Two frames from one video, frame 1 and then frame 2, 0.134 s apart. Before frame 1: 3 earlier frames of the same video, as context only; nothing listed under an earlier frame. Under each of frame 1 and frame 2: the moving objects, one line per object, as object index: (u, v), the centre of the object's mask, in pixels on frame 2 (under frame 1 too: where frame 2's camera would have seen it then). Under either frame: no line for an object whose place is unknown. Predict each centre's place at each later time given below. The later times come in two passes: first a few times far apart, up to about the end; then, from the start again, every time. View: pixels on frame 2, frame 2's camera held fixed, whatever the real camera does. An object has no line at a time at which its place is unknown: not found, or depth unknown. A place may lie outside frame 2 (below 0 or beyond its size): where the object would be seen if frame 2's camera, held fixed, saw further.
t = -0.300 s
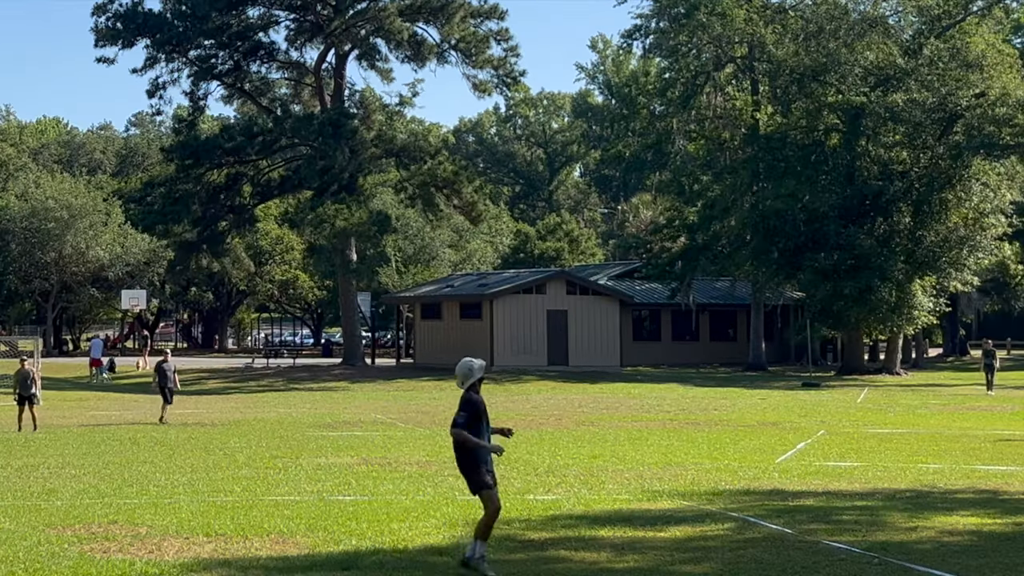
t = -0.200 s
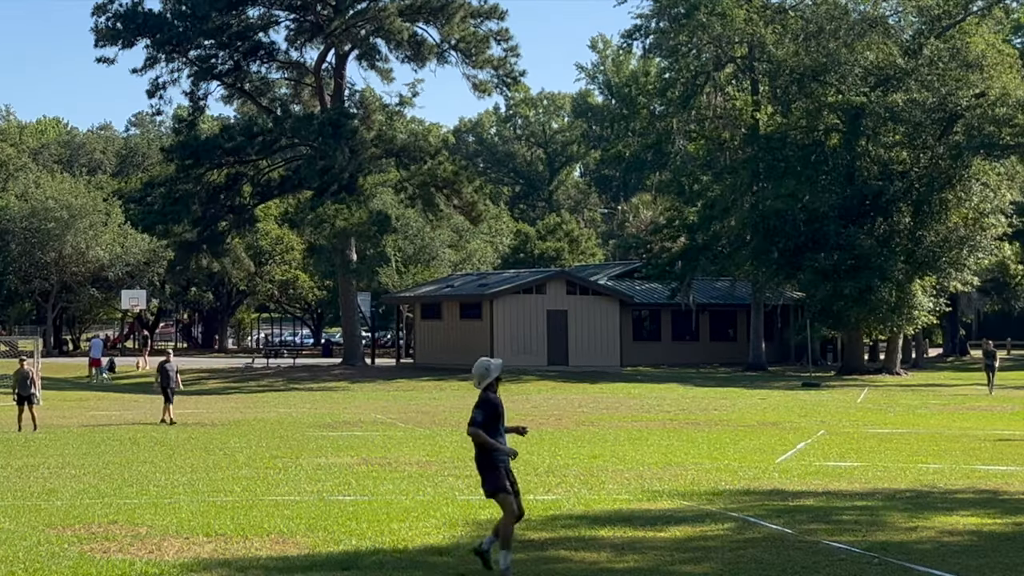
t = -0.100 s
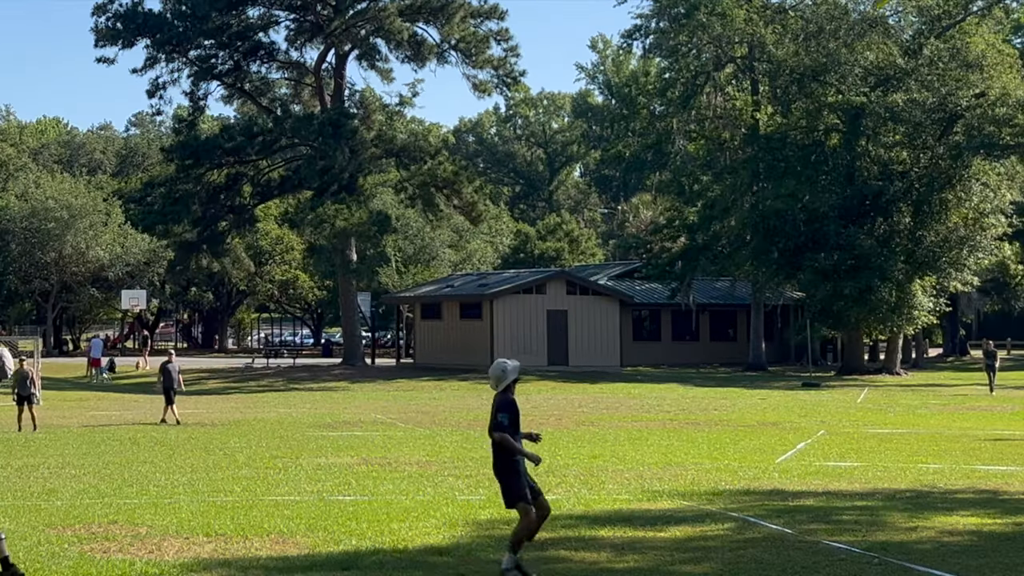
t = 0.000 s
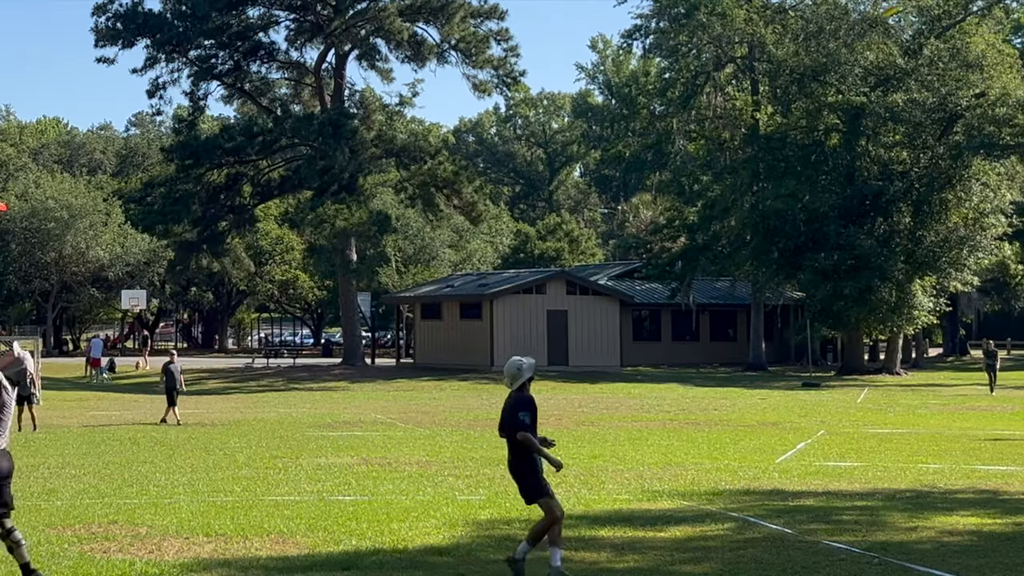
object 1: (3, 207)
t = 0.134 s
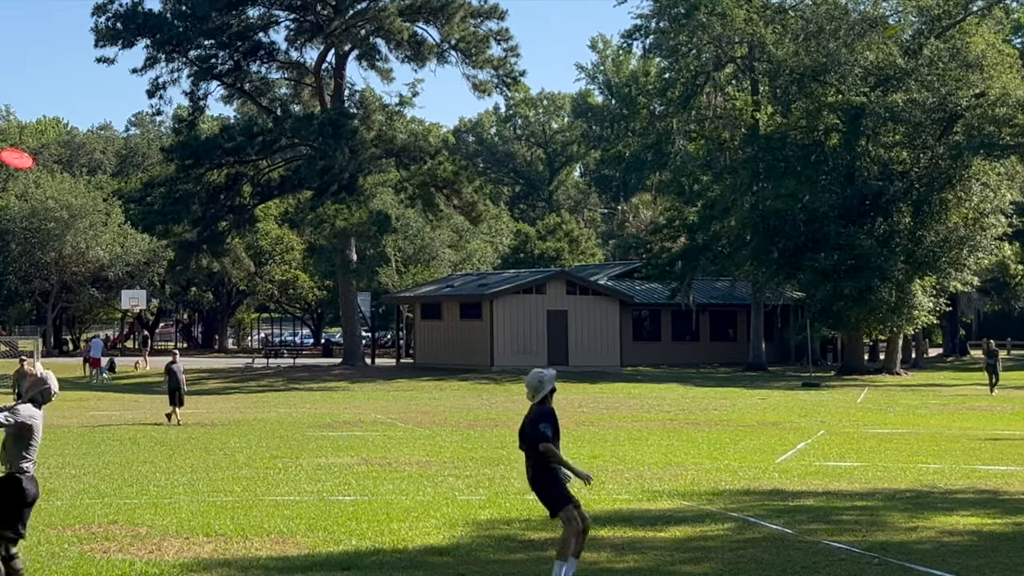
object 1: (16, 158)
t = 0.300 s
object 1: (48, 136)
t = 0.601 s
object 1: (108, 184)
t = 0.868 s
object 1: (175, 300)
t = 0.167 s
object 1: (22, 151)
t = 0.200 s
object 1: (29, 146)
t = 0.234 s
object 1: (36, 141)
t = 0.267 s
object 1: (42, 138)
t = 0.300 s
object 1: (48, 136)
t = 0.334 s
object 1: (54, 136)
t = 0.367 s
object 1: (61, 138)
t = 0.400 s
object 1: (68, 140)
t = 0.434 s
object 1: (75, 144)
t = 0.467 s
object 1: (81, 150)
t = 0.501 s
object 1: (89, 156)
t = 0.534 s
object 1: (95, 164)
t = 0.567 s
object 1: (102, 173)
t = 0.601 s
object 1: (108, 184)
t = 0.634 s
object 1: (116, 196)
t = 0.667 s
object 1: (124, 208)
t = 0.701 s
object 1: (132, 221)
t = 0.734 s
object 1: (140, 235)
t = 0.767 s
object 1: (149, 250)
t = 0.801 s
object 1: (156, 266)
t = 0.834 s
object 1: (166, 283)
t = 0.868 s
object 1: (175, 300)
